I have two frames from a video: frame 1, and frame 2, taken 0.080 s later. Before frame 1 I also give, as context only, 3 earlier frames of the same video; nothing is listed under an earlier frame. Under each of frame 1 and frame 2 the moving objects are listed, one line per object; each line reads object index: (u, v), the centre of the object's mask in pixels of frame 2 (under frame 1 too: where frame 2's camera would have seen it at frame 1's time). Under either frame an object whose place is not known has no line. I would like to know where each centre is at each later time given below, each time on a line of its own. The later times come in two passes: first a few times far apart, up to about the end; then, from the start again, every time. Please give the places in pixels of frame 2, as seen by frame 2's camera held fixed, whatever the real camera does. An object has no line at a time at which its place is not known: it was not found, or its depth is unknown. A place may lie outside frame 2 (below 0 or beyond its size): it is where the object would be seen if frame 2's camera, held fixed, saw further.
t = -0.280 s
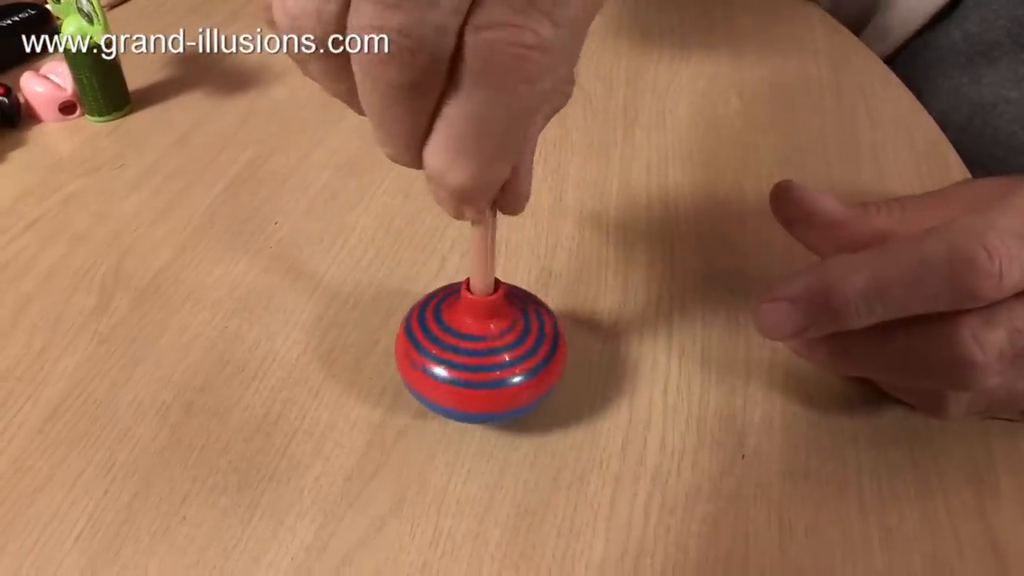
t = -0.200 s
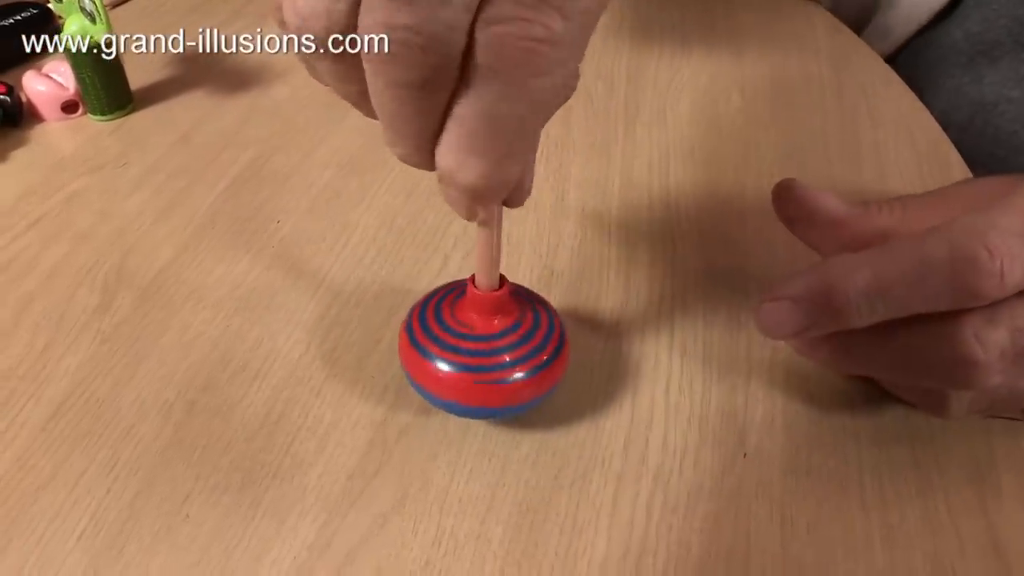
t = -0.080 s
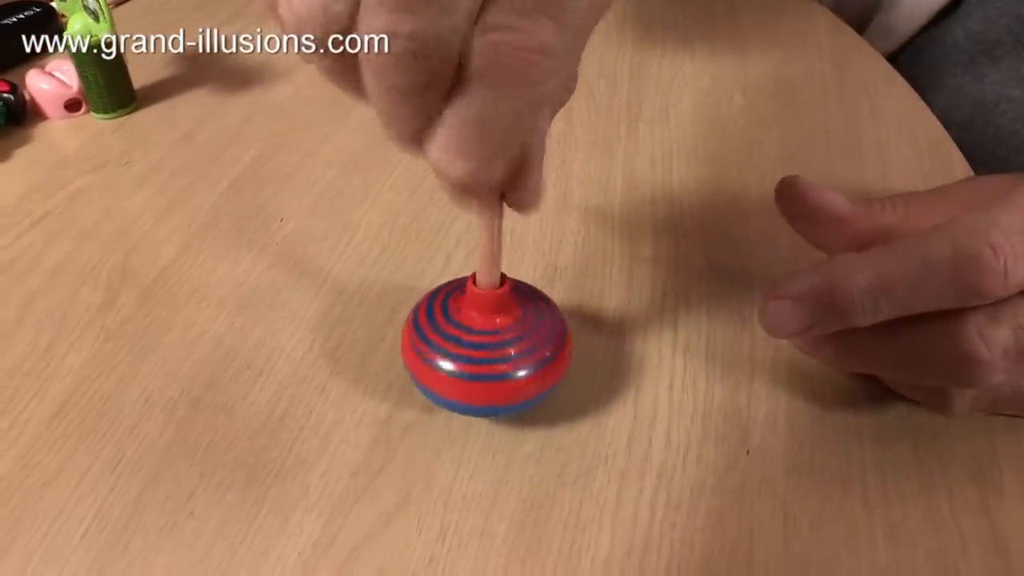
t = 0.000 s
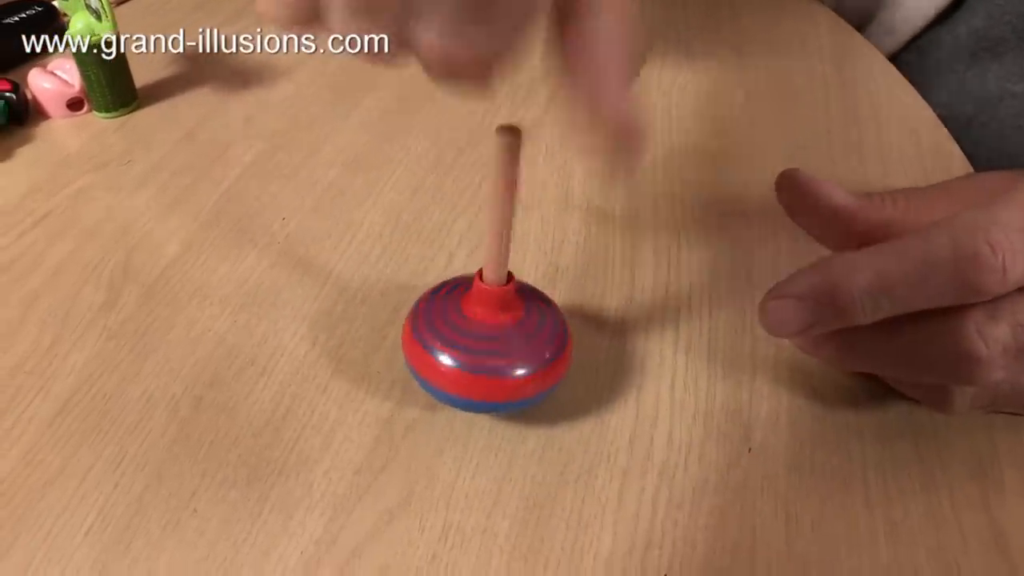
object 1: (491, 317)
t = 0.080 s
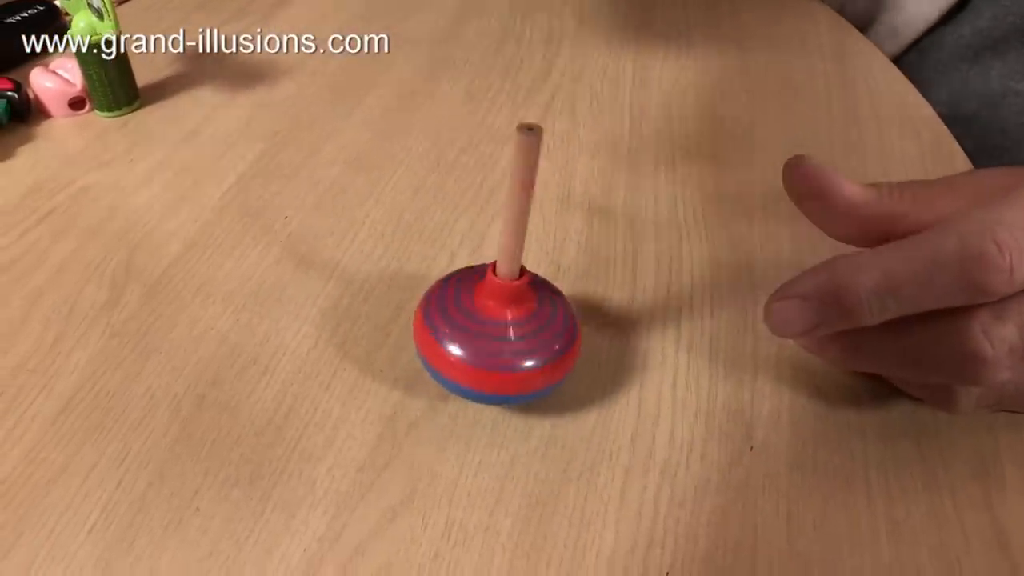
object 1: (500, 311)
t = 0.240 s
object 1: (505, 308)
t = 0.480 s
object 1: (509, 308)
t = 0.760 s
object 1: (513, 307)
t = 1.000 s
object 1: (510, 308)
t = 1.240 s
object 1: (506, 309)
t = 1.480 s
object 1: (505, 309)
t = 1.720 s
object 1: (508, 309)
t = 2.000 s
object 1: (511, 309)
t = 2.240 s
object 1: (509, 310)
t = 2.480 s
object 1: (506, 310)
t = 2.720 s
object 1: (507, 310)
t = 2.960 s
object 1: (508, 308)
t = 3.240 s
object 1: (511, 308)
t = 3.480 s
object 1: (510, 308)
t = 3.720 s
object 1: (506, 308)
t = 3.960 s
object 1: (506, 309)
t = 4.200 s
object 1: (509, 309)
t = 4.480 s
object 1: (509, 307)
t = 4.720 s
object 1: (507, 308)
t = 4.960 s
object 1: (505, 307)
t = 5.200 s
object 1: (505, 310)
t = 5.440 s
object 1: (508, 308)
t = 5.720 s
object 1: (508, 307)
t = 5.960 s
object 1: (505, 308)
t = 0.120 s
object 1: (502, 309)
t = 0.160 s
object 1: (503, 307)
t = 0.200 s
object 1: (504, 307)
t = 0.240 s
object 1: (505, 308)
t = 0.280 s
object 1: (505, 308)
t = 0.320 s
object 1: (505, 308)
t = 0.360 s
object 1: (506, 308)
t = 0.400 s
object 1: (508, 308)
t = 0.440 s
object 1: (509, 308)
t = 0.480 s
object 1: (509, 308)
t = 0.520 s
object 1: (511, 308)
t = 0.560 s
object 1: (512, 308)
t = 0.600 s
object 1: (512, 308)
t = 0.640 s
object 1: (512, 307)
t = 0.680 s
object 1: (513, 308)
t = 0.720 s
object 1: (513, 308)
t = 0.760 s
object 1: (513, 307)
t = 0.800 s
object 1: (513, 308)
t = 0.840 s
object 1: (513, 308)
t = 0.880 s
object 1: (512, 308)
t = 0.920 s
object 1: (512, 308)
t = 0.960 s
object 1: (511, 308)
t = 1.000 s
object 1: (510, 308)
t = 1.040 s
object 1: (509, 309)
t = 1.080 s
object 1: (509, 309)
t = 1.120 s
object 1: (507, 309)
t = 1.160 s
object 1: (507, 309)
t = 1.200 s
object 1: (507, 309)
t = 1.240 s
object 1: (506, 309)
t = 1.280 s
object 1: (505, 308)
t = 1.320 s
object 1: (505, 309)
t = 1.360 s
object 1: (505, 308)
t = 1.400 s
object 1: (505, 309)
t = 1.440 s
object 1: (505, 309)
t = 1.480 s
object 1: (505, 309)
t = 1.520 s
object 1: (505, 309)
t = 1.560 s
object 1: (505, 309)
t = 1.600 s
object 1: (505, 309)
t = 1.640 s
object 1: (506, 309)
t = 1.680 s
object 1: (507, 309)
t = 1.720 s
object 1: (508, 309)
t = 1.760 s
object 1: (508, 309)
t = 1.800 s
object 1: (509, 308)
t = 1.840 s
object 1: (509, 309)
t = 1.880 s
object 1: (510, 309)
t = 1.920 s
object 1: (510, 309)
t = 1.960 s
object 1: (511, 309)
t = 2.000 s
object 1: (511, 309)
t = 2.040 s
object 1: (511, 309)
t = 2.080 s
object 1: (510, 309)
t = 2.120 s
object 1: (510, 309)
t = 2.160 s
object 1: (510, 309)
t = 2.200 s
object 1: (509, 310)
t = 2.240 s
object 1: (509, 310)
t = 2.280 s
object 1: (508, 310)
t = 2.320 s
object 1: (508, 310)
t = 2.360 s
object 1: (507, 310)
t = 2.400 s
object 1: (507, 310)
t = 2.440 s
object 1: (507, 310)
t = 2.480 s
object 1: (506, 310)
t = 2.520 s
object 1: (506, 309)
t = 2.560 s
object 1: (507, 310)
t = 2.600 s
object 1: (507, 310)
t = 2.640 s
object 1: (506, 310)
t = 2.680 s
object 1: (506, 310)
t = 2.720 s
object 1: (507, 310)
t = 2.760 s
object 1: (507, 309)
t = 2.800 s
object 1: (507, 309)
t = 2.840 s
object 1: (507, 308)
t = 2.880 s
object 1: (508, 308)
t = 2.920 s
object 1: (508, 308)
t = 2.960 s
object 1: (508, 308)
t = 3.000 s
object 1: (509, 308)
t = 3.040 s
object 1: (509, 308)
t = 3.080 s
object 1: (509, 308)
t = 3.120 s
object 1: (509, 308)
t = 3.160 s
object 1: (510, 308)
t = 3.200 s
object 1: (510, 307)
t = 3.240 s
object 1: (511, 308)
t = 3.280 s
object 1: (510, 309)
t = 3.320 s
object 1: (511, 308)
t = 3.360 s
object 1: (511, 308)
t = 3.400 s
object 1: (510, 308)
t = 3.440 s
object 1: (510, 308)
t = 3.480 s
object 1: (510, 308)
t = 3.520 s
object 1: (509, 308)
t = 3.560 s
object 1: (508, 308)
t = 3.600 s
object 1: (508, 308)
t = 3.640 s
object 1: (507, 308)
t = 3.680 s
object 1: (507, 308)
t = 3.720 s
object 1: (506, 308)
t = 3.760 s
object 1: (505, 308)
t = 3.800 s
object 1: (506, 308)
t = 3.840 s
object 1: (506, 309)
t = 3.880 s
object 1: (505, 310)
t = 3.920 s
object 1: (505, 309)
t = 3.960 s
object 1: (506, 309)
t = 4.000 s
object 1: (506, 310)
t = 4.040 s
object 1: (506, 309)
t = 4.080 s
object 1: (507, 310)
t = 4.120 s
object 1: (508, 310)
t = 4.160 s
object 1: (509, 309)
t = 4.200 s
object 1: (509, 309)
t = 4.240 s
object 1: (509, 309)
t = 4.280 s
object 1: (509, 308)
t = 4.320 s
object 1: (510, 308)
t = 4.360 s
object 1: (509, 308)
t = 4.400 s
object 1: (509, 307)
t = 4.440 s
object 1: (509, 307)
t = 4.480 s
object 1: (509, 307)
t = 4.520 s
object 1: (508, 307)
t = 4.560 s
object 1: (508, 307)
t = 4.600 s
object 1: (508, 307)
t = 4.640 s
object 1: (508, 307)
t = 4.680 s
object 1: (508, 308)
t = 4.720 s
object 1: (507, 308)
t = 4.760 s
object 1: (507, 308)
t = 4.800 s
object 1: (507, 307)
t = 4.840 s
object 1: (507, 307)
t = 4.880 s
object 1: (507, 307)
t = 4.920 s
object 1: (505, 308)
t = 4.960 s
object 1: (505, 307)
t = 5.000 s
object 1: (506, 307)
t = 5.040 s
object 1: (505, 308)
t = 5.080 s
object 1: (504, 308)
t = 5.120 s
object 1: (505, 308)
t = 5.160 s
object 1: (506, 308)
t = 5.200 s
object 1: (505, 310)
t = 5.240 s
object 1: (505, 309)
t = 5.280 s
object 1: (506, 308)
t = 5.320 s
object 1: (507, 308)
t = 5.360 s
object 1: (507, 309)
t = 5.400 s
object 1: (507, 308)
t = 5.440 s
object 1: (508, 308)
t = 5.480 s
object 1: (508, 307)
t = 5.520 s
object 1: (507, 307)
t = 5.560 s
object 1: (508, 308)
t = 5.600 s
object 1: (508, 307)
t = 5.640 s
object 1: (508, 307)
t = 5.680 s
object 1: (508, 308)
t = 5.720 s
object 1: (508, 307)
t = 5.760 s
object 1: (508, 308)
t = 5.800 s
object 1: (507, 308)
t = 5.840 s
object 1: (508, 307)
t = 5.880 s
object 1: (507, 308)
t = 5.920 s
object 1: (506, 308)
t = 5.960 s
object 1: (505, 308)
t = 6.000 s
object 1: (505, 308)
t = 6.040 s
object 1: (505, 308)
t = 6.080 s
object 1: (505, 309)
